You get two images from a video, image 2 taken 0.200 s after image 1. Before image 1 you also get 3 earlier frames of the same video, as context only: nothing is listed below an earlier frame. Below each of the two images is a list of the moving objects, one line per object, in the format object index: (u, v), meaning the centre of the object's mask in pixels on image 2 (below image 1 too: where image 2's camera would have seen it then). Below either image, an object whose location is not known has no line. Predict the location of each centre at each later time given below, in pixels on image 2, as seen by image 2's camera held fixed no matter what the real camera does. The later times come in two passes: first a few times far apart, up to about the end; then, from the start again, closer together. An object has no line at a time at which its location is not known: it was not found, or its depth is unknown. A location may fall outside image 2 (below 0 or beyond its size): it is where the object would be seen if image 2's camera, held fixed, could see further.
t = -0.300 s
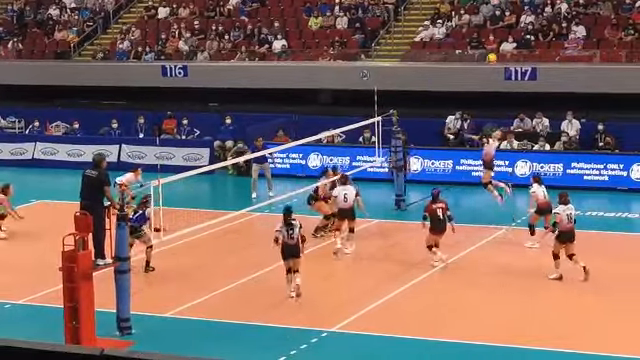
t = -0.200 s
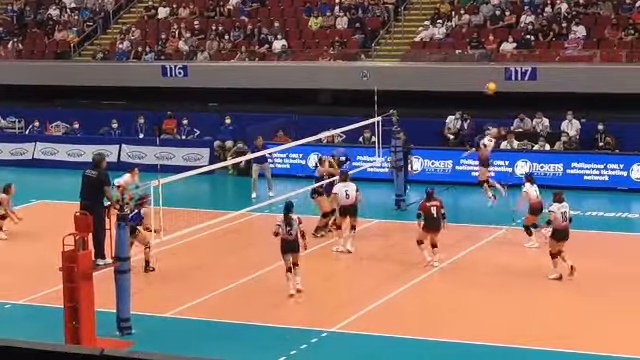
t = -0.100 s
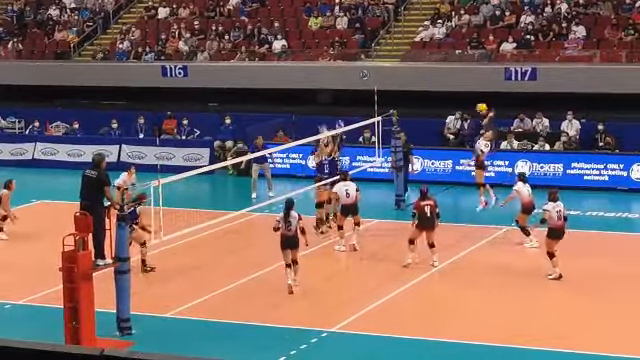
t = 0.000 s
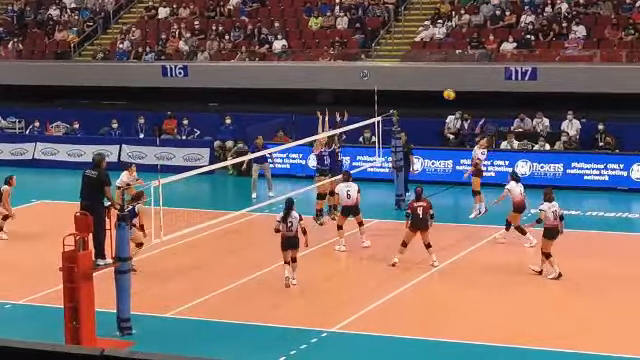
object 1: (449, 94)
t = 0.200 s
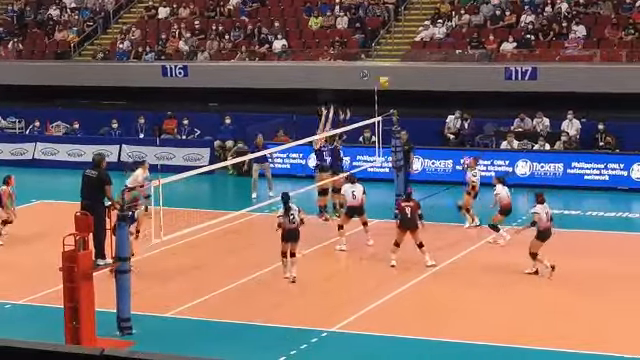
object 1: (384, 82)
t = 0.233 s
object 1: (374, 81)
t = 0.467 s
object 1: (301, 96)
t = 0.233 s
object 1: (374, 81)
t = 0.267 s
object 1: (362, 82)
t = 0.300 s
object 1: (352, 83)
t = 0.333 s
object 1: (341, 84)
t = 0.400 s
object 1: (321, 89)
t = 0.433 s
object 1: (310, 92)
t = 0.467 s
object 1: (301, 96)
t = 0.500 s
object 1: (290, 101)
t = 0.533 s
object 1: (280, 105)
